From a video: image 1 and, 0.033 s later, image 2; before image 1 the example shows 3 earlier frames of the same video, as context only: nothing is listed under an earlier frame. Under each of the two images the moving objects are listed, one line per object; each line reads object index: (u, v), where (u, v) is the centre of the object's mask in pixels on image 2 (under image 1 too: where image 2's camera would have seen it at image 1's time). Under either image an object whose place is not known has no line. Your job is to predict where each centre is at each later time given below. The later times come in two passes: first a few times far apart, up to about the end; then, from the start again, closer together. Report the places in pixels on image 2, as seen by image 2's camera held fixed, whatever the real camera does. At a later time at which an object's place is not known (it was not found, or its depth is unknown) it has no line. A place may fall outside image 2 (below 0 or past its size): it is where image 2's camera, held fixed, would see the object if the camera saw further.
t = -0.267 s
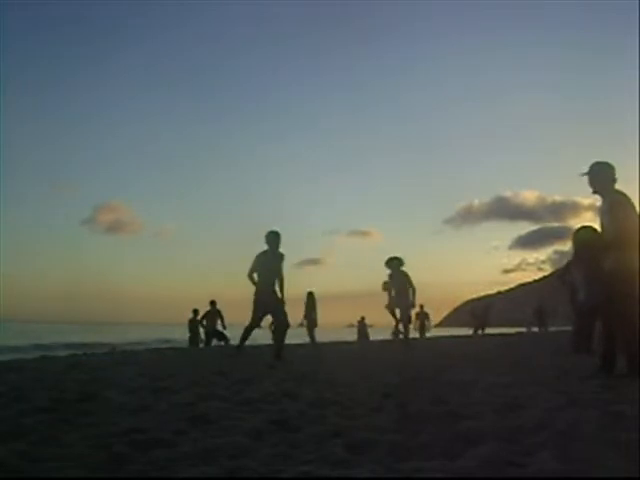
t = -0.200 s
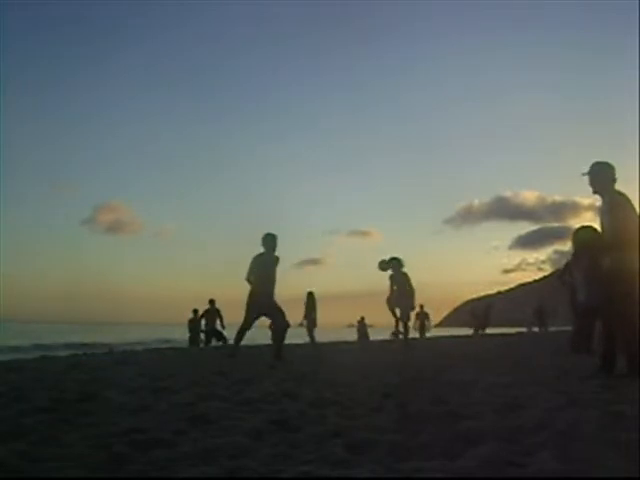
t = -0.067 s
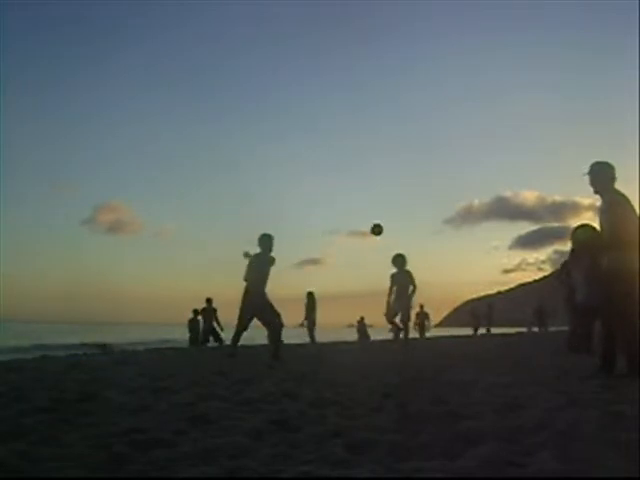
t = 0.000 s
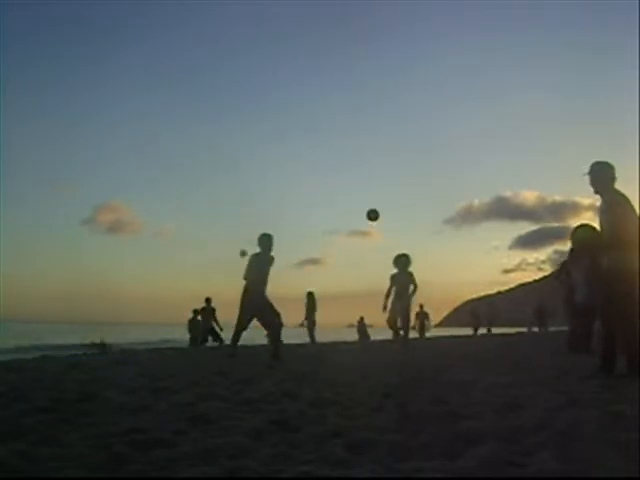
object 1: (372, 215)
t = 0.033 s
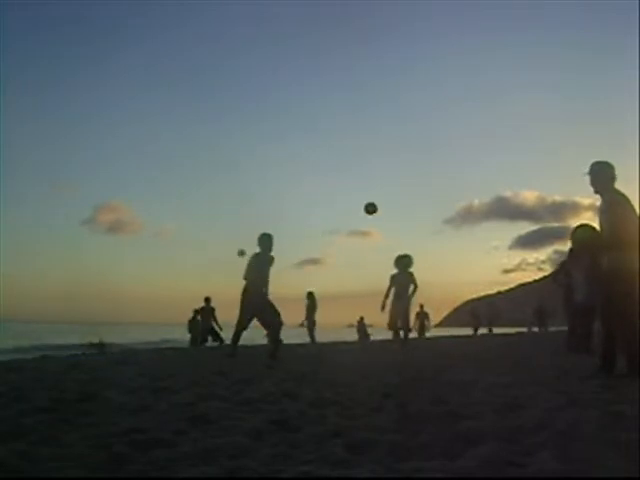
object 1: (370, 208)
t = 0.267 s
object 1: (355, 180)
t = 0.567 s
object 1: (332, 194)
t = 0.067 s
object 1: (368, 202)
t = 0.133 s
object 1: (364, 192)
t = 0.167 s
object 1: (362, 188)
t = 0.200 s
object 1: (359, 185)
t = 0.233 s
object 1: (357, 182)
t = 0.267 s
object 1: (355, 180)
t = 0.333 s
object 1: (350, 178)
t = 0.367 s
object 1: (348, 178)
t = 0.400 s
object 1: (345, 179)
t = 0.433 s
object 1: (343, 180)
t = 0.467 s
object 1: (340, 182)
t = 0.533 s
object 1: (335, 190)
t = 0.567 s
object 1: (332, 194)
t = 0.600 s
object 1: (329, 200)
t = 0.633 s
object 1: (326, 207)
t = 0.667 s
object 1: (323, 215)
